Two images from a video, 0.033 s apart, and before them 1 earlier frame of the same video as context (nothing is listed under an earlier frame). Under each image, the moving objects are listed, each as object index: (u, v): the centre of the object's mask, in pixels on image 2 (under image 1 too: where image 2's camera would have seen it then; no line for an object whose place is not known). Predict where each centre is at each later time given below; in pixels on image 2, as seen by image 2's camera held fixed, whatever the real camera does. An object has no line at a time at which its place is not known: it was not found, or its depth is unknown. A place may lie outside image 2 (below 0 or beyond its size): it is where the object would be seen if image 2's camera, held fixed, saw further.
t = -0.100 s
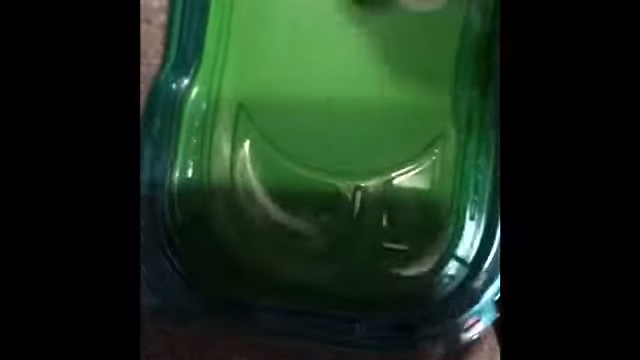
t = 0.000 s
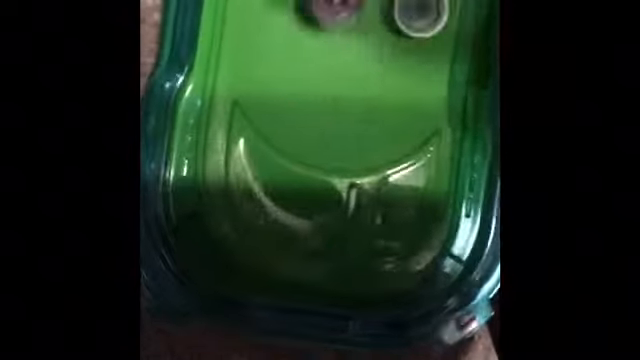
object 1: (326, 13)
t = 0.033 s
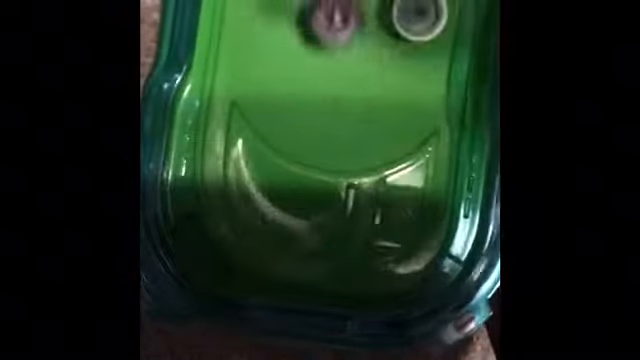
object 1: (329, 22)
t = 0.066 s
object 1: (333, 41)
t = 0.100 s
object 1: (338, 65)
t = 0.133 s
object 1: (344, 70)
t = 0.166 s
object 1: (353, 77)
